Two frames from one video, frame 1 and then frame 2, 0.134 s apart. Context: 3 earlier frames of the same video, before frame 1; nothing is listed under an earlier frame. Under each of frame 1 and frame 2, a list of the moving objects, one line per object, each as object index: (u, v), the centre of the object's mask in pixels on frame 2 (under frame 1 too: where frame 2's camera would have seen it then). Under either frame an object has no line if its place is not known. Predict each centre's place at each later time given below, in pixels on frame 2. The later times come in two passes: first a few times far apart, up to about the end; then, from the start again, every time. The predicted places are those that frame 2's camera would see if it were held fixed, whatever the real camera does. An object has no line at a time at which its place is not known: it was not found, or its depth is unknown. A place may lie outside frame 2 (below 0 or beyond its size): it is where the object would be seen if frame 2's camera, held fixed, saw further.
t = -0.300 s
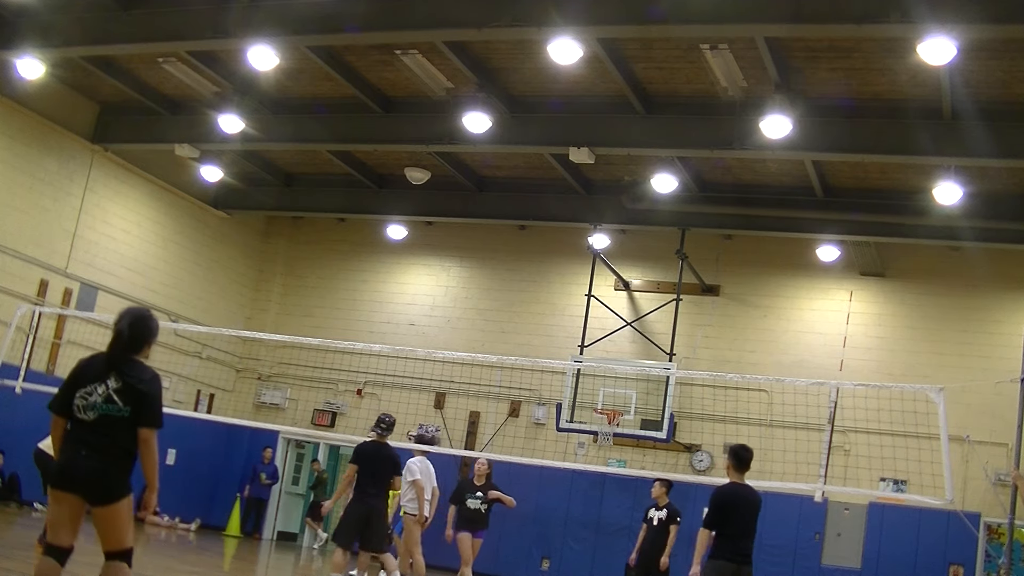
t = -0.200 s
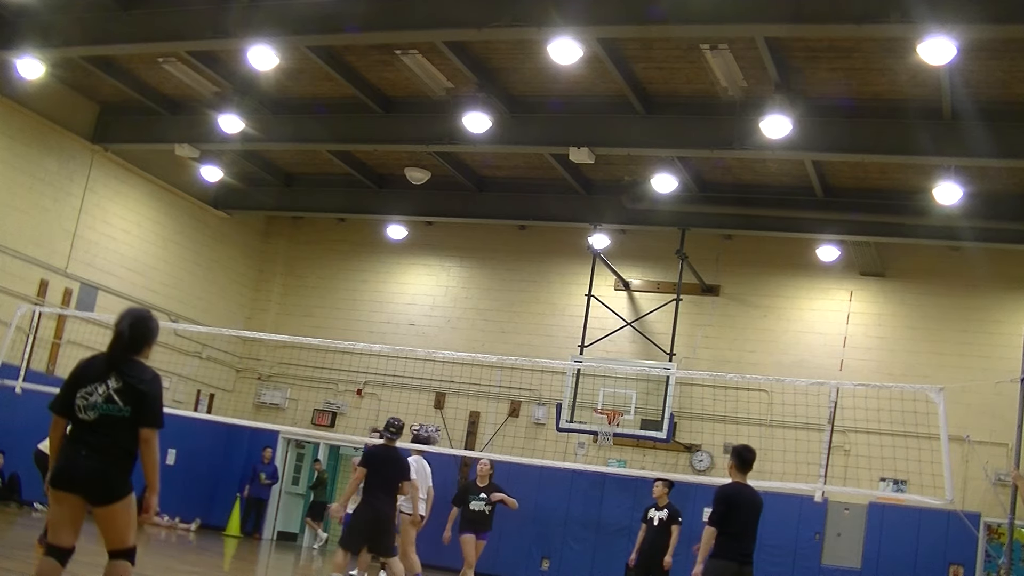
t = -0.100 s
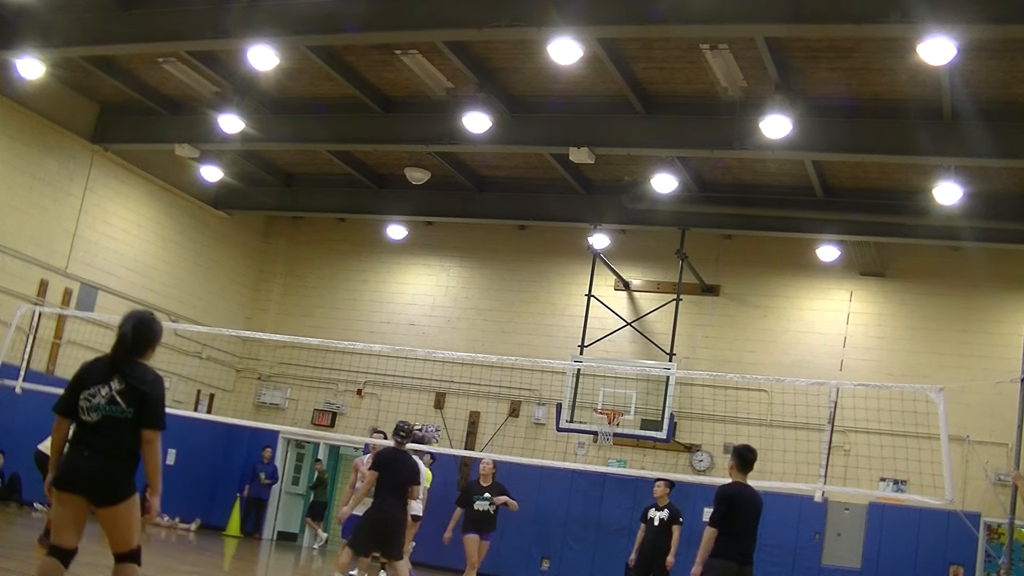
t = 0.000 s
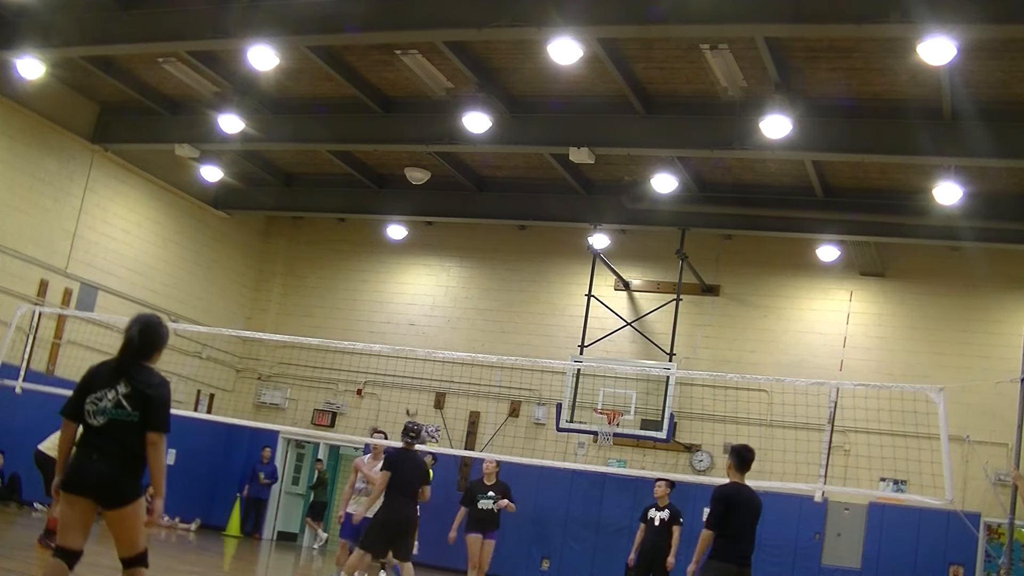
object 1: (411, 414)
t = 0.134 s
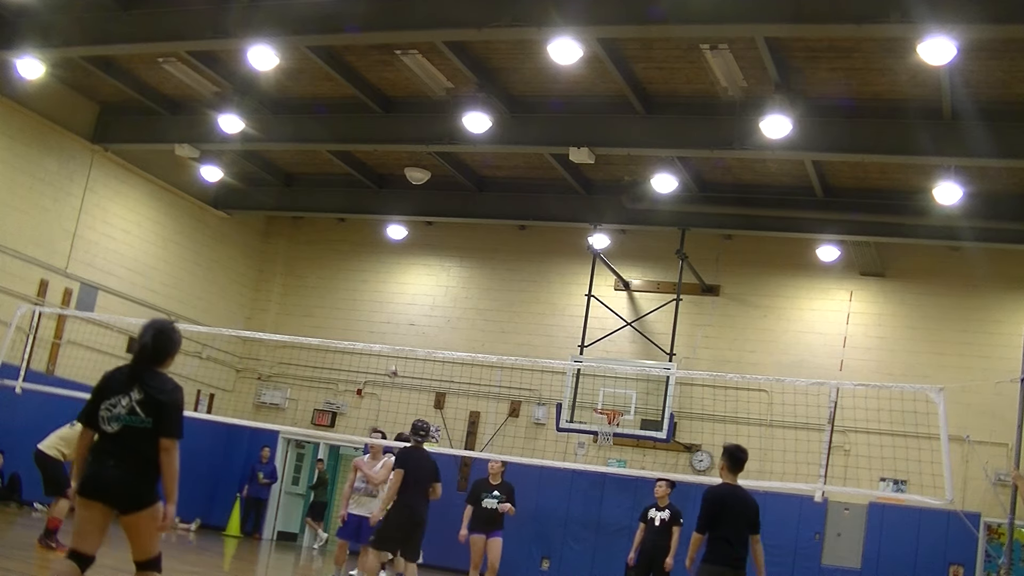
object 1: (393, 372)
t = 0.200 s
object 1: (383, 355)
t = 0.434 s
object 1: (329, 306)
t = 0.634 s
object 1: (257, 292)
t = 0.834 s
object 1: (125, 320)
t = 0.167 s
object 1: (388, 364)
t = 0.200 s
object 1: (383, 355)
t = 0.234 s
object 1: (377, 344)
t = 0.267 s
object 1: (369, 337)
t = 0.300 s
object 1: (363, 329)
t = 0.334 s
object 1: (356, 323)
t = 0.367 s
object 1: (349, 316)
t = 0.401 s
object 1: (339, 311)
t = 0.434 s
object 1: (329, 306)
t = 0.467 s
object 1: (320, 301)
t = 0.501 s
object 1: (309, 297)
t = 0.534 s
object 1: (297, 294)
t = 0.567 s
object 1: (284, 293)
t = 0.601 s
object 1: (271, 292)
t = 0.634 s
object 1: (257, 292)
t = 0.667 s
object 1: (240, 293)
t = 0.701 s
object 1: (222, 295)
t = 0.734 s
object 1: (202, 298)
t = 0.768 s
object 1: (181, 303)
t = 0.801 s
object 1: (155, 310)
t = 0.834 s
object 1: (125, 320)
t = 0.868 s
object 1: (93, 331)
